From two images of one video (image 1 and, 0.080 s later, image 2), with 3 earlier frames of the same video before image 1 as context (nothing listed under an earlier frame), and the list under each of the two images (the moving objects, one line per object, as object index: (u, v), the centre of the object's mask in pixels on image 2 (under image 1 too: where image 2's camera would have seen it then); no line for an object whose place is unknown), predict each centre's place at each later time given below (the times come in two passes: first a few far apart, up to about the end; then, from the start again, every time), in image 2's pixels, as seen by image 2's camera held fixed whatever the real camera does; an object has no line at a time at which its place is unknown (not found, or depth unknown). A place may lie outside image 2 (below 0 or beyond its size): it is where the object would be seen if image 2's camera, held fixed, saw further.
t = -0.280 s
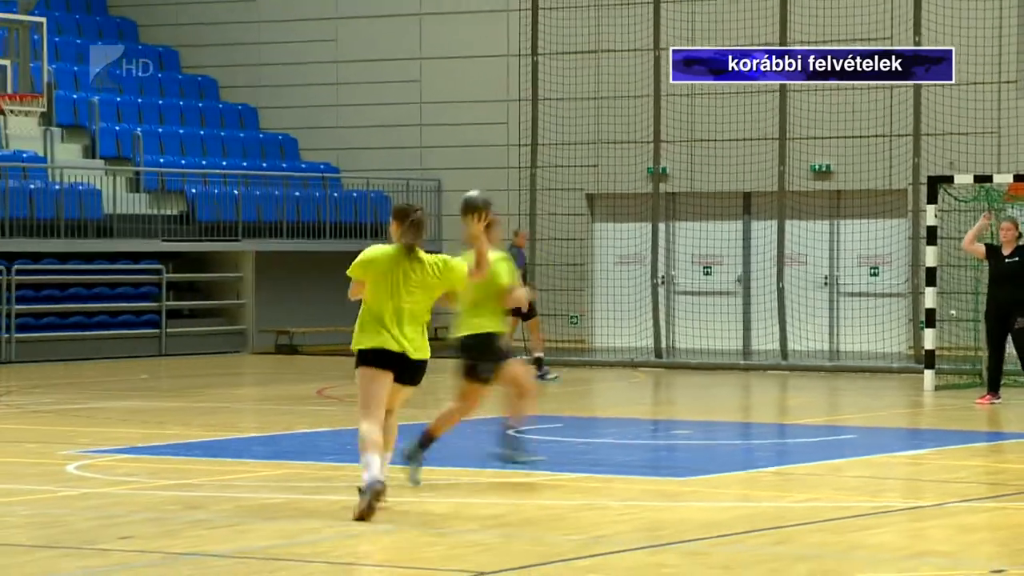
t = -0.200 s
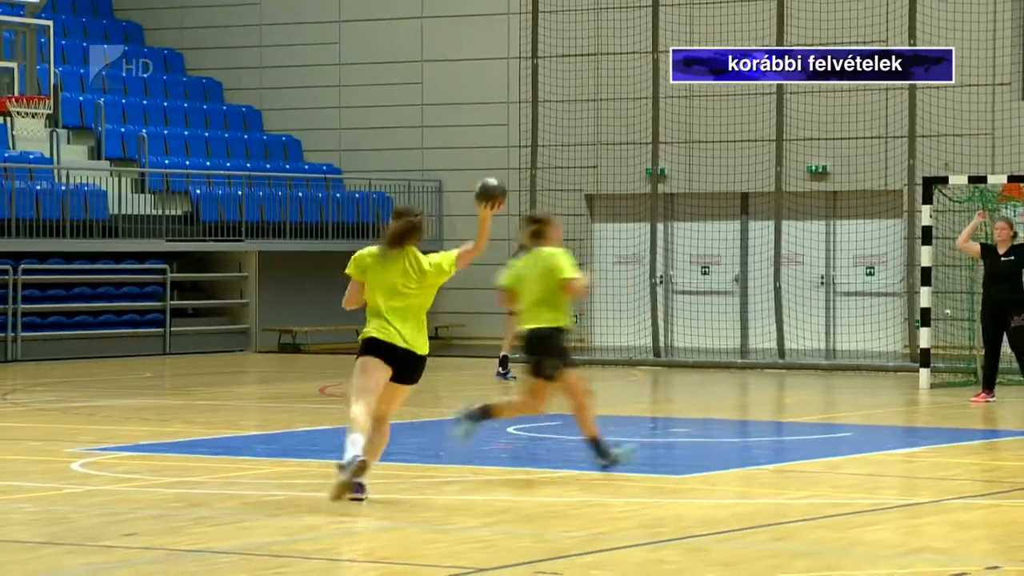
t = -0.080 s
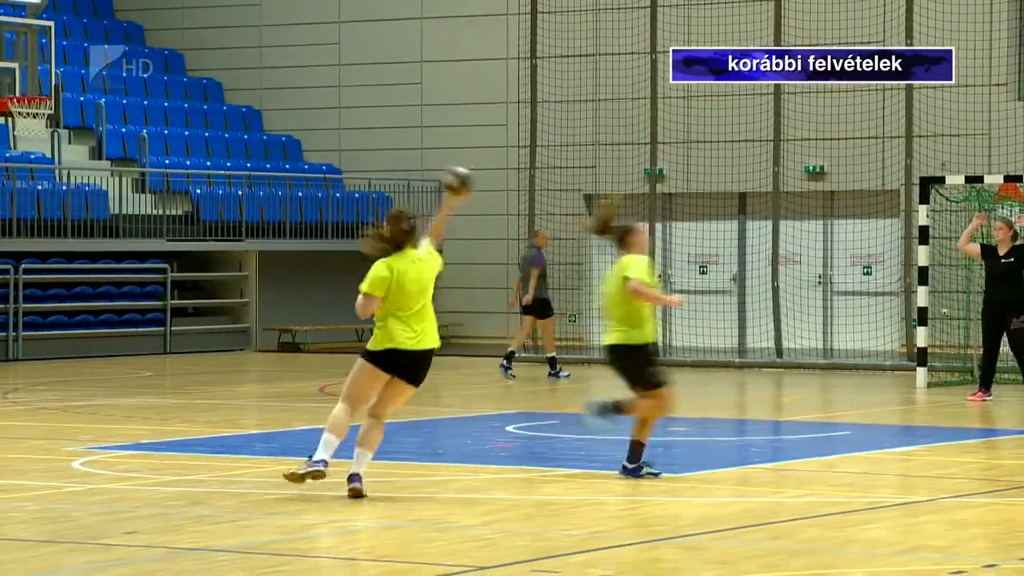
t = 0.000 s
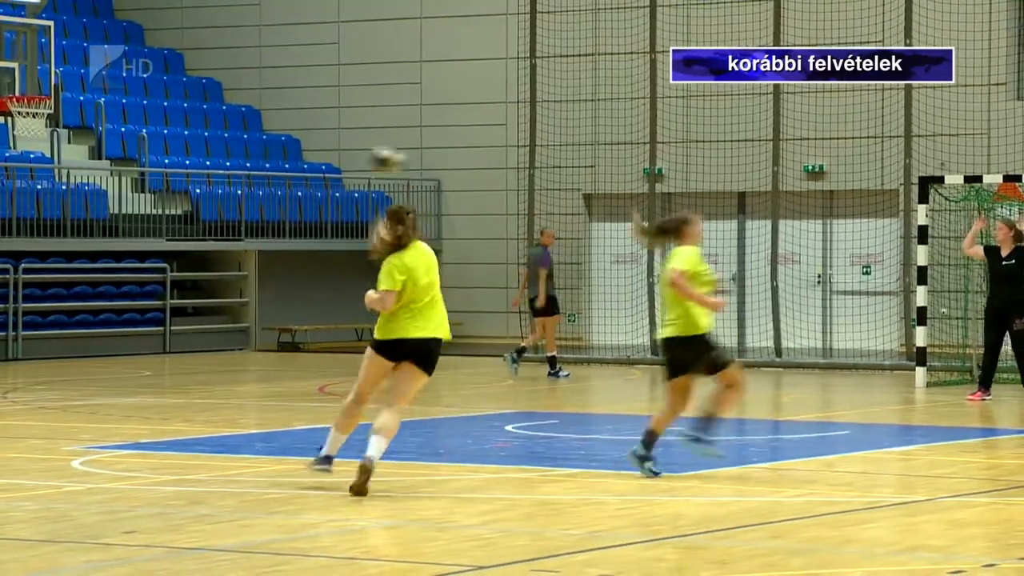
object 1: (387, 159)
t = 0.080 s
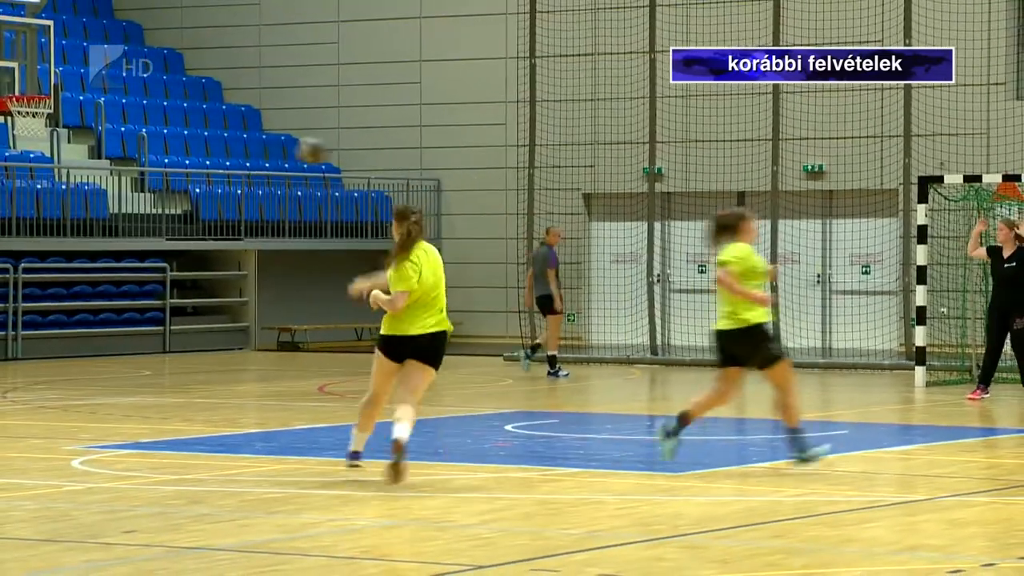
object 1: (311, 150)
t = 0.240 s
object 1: (183, 157)
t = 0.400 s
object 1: (70, 194)
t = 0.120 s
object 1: (279, 148)
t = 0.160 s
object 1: (247, 150)
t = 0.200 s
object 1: (215, 153)
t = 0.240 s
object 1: (183, 157)
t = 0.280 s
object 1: (153, 162)
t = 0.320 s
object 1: (126, 170)
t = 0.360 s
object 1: (99, 183)
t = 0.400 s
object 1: (70, 194)
